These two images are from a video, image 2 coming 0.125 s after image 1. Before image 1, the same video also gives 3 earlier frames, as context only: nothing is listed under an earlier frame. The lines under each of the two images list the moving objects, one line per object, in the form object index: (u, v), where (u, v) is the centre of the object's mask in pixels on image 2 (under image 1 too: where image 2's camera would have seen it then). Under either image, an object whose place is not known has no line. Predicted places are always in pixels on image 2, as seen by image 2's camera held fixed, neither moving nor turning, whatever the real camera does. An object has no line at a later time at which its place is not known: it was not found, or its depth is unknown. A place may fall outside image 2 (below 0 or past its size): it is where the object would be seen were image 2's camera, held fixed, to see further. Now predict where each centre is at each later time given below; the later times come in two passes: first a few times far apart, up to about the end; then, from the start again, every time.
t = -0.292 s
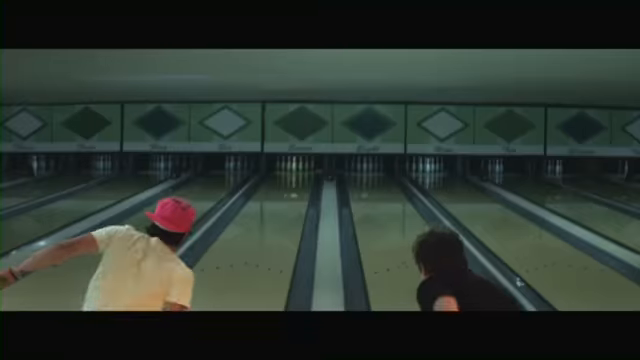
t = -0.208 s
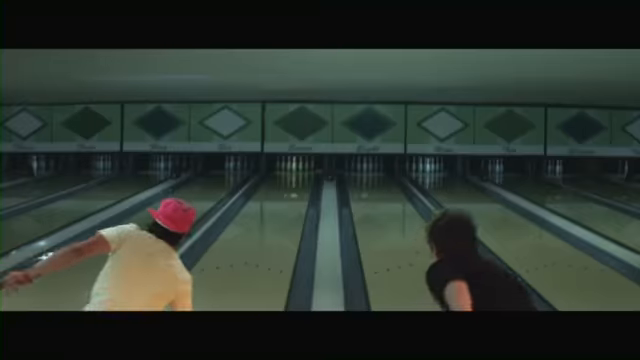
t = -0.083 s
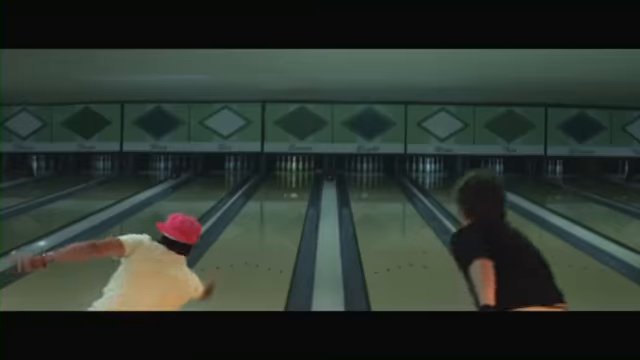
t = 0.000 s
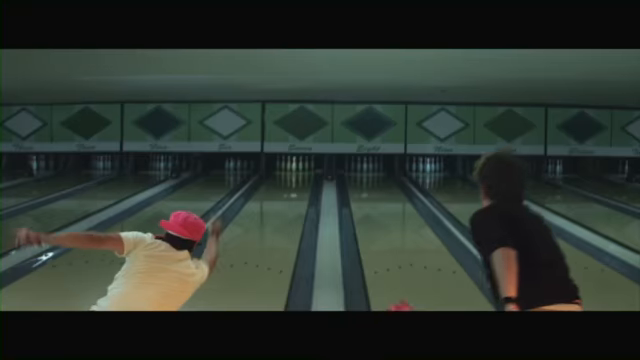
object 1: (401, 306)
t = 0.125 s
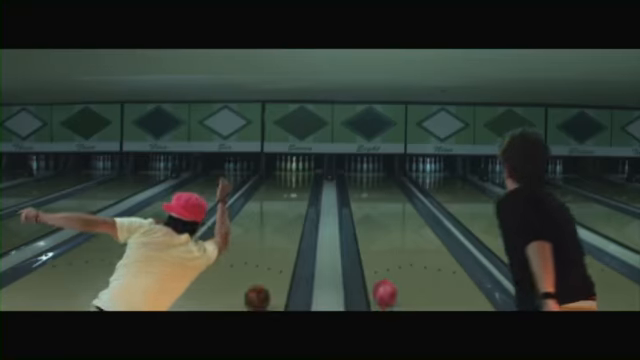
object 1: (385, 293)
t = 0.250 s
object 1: (374, 274)
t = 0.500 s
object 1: (355, 248)
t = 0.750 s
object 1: (349, 231)
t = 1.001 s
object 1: (346, 216)
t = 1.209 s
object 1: (346, 208)
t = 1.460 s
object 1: (343, 198)
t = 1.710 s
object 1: (342, 192)
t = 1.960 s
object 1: (341, 187)
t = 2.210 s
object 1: (340, 181)
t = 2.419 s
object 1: (340, 177)
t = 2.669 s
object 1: (340, 173)
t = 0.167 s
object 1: (381, 287)
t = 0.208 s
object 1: (378, 280)
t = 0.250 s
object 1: (374, 274)
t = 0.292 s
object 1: (371, 270)
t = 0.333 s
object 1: (368, 265)
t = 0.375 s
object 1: (365, 260)
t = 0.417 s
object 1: (362, 256)
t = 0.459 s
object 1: (359, 252)
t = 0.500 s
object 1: (355, 248)
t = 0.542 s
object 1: (352, 247)
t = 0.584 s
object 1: (349, 242)
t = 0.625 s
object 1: (349, 238)
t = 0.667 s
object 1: (348, 236)
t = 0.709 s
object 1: (349, 234)
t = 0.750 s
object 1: (349, 231)
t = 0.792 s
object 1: (350, 228)
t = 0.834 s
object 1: (349, 226)
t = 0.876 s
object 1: (348, 223)
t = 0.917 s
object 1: (348, 221)
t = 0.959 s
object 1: (346, 219)
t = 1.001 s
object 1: (346, 216)
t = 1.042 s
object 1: (346, 215)
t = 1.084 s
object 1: (346, 213)
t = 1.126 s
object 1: (346, 212)
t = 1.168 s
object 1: (346, 210)
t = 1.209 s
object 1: (346, 208)
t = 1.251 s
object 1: (346, 206)
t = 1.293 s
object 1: (345, 204)
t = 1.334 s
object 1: (345, 203)
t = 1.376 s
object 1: (344, 202)
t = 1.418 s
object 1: (344, 200)
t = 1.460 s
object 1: (343, 198)
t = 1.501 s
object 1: (343, 197)
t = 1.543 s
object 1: (343, 196)
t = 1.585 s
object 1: (343, 195)
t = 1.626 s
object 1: (343, 194)
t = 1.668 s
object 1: (343, 193)
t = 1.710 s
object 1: (342, 192)
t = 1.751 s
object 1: (342, 191)
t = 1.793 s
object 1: (342, 190)
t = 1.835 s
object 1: (342, 189)
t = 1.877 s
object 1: (342, 189)
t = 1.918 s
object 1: (341, 187)
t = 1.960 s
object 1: (341, 187)
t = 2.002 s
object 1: (341, 185)
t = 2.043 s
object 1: (341, 184)
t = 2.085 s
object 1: (341, 183)
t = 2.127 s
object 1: (341, 182)
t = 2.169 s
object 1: (341, 182)
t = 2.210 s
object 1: (340, 181)
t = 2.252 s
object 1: (341, 181)
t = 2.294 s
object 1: (341, 181)
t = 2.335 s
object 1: (340, 181)
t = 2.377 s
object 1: (340, 179)
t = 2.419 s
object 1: (340, 177)
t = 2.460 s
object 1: (340, 177)
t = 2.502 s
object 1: (340, 176)
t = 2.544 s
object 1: (340, 176)
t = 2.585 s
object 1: (340, 174)
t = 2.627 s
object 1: (340, 174)
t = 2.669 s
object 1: (340, 173)
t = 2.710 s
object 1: (340, 173)
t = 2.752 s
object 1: (340, 172)
